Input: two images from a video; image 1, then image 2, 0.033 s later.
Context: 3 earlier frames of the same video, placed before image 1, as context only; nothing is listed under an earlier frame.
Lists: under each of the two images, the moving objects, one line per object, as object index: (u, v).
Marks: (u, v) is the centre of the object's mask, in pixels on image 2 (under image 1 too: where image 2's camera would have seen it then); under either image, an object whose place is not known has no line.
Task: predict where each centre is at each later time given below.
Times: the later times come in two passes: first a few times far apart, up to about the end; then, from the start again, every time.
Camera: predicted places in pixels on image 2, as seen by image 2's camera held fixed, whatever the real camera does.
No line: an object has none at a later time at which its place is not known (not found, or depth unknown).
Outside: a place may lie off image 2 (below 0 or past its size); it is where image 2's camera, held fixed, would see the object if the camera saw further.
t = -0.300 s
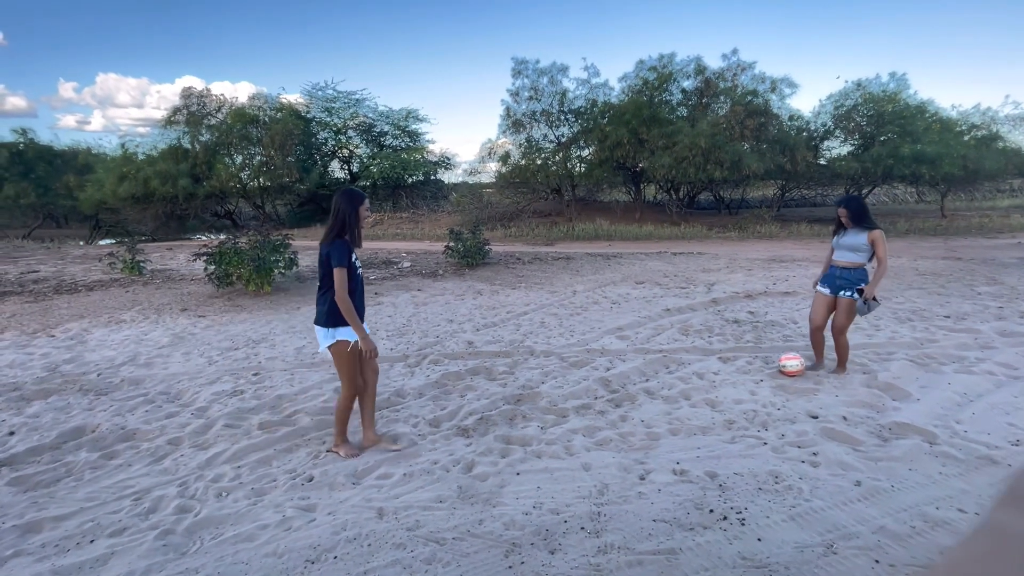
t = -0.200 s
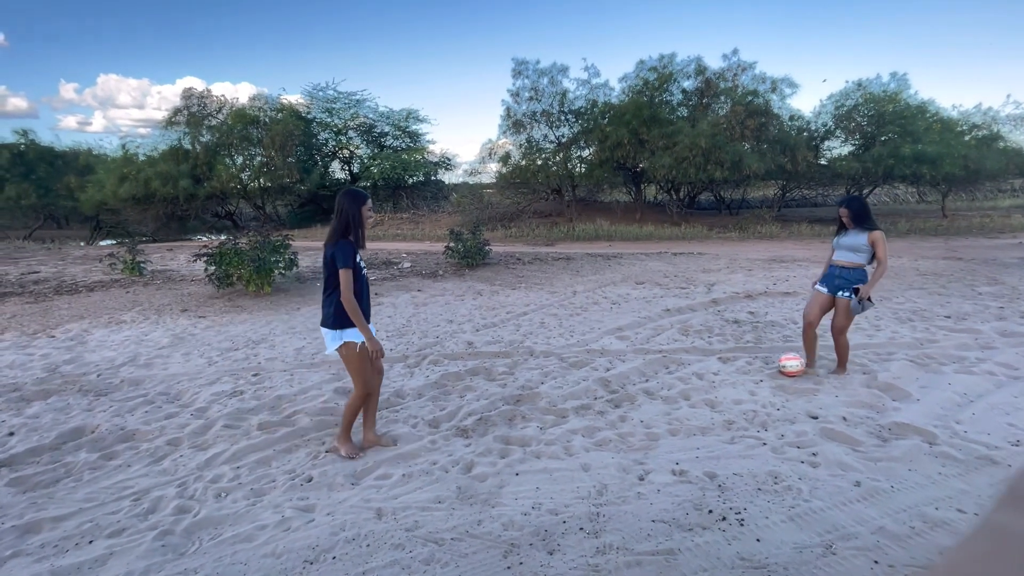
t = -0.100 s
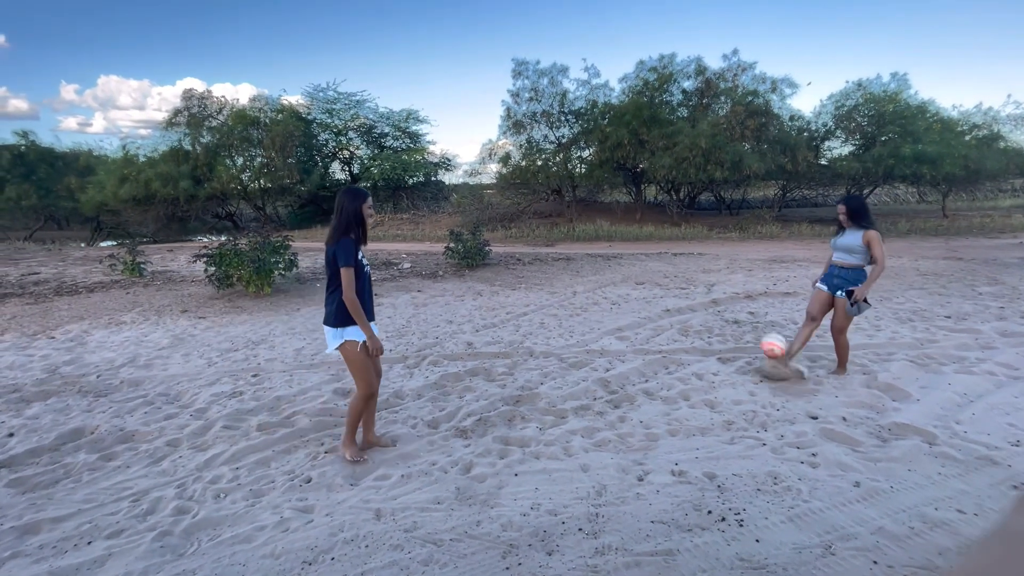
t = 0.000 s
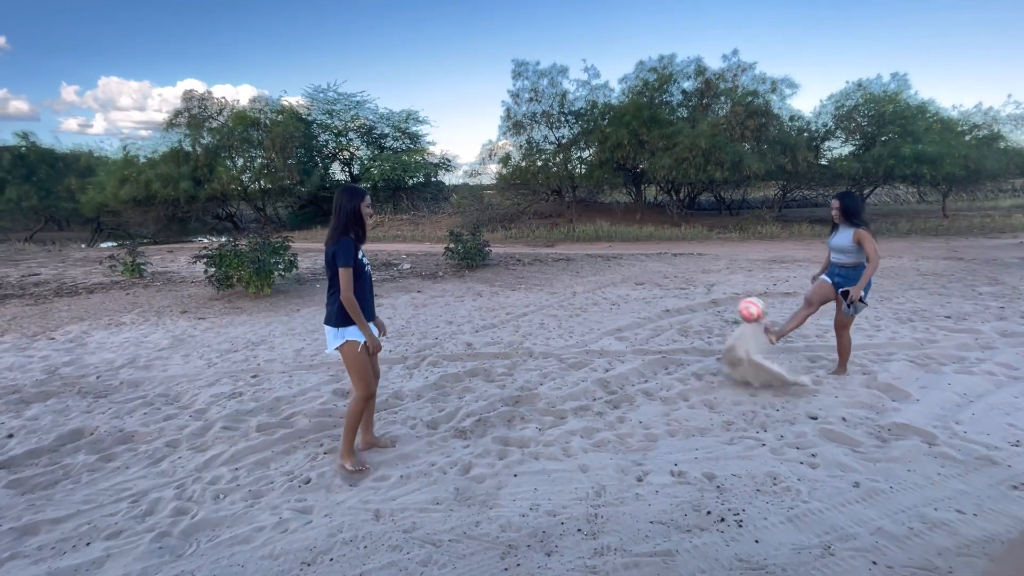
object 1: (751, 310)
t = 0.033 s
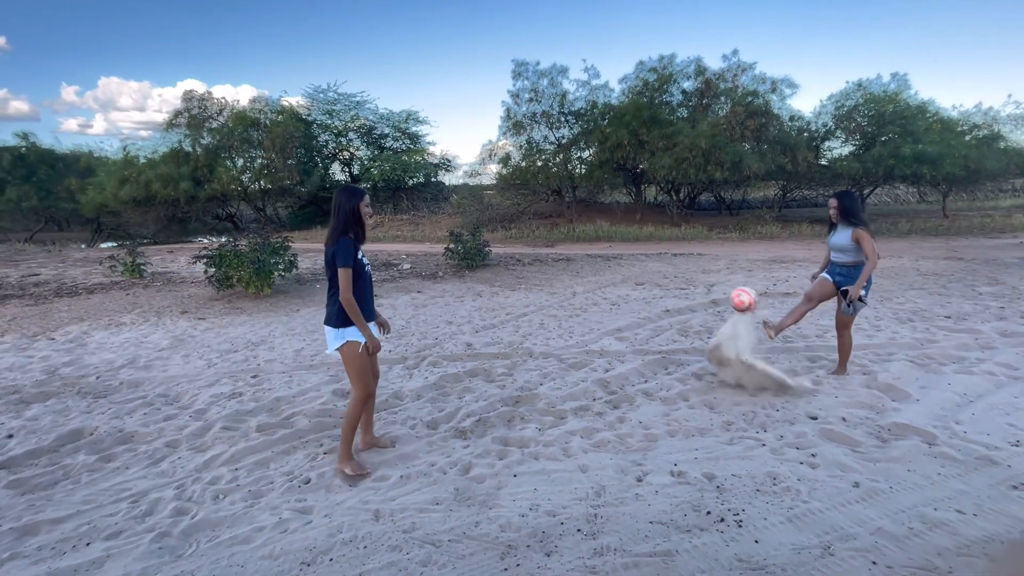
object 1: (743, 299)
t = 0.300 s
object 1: (672, 263)
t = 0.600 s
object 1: (576, 339)
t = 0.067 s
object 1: (735, 290)
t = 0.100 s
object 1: (727, 282)
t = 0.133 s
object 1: (718, 276)
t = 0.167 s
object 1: (710, 270)
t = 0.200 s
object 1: (701, 266)
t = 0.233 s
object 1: (691, 264)
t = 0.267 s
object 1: (682, 262)
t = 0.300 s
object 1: (672, 263)
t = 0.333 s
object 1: (662, 264)
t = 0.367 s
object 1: (651, 268)
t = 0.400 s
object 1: (641, 273)
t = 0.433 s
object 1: (631, 280)
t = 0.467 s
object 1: (620, 288)
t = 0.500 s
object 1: (609, 299)
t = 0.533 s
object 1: (598, 311)
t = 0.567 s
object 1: (587, 324)
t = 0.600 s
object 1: (576, 339)
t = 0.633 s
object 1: (565, 356)
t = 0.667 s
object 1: (553, 375)
